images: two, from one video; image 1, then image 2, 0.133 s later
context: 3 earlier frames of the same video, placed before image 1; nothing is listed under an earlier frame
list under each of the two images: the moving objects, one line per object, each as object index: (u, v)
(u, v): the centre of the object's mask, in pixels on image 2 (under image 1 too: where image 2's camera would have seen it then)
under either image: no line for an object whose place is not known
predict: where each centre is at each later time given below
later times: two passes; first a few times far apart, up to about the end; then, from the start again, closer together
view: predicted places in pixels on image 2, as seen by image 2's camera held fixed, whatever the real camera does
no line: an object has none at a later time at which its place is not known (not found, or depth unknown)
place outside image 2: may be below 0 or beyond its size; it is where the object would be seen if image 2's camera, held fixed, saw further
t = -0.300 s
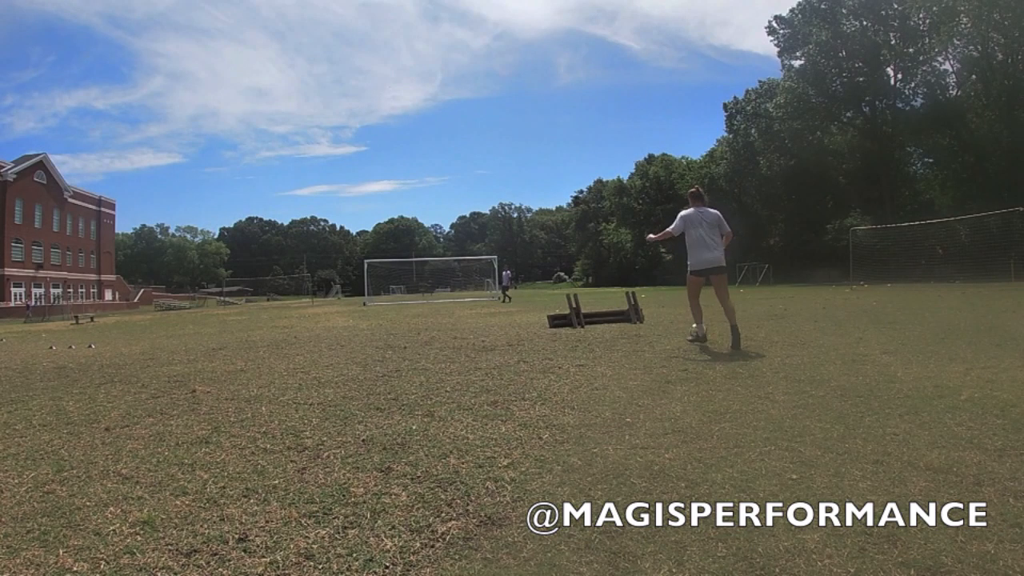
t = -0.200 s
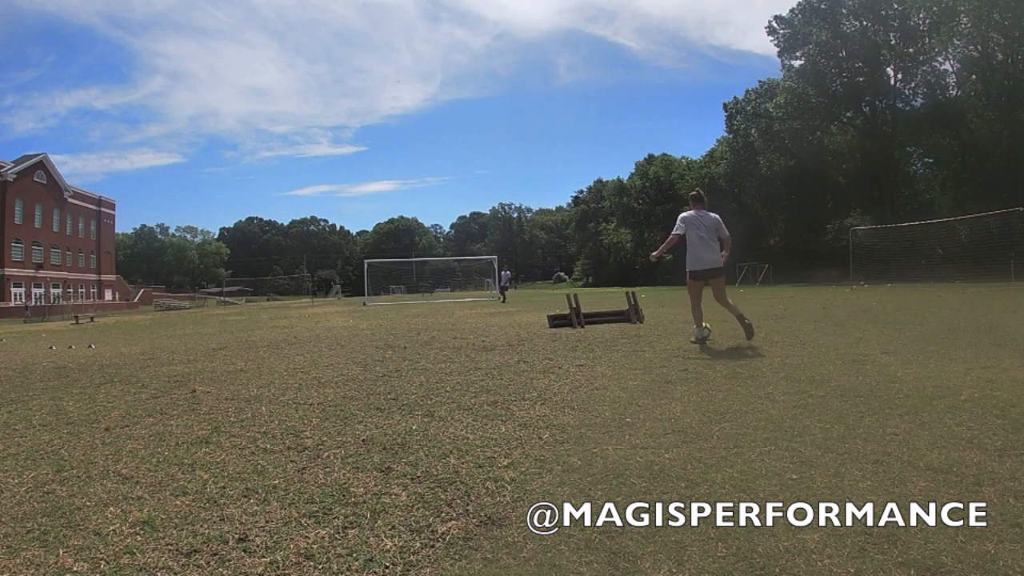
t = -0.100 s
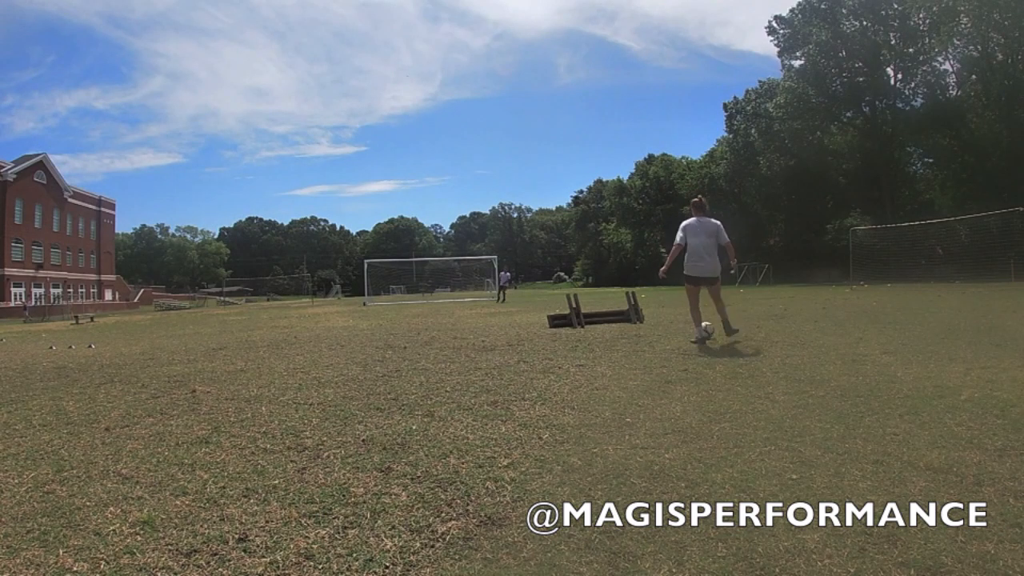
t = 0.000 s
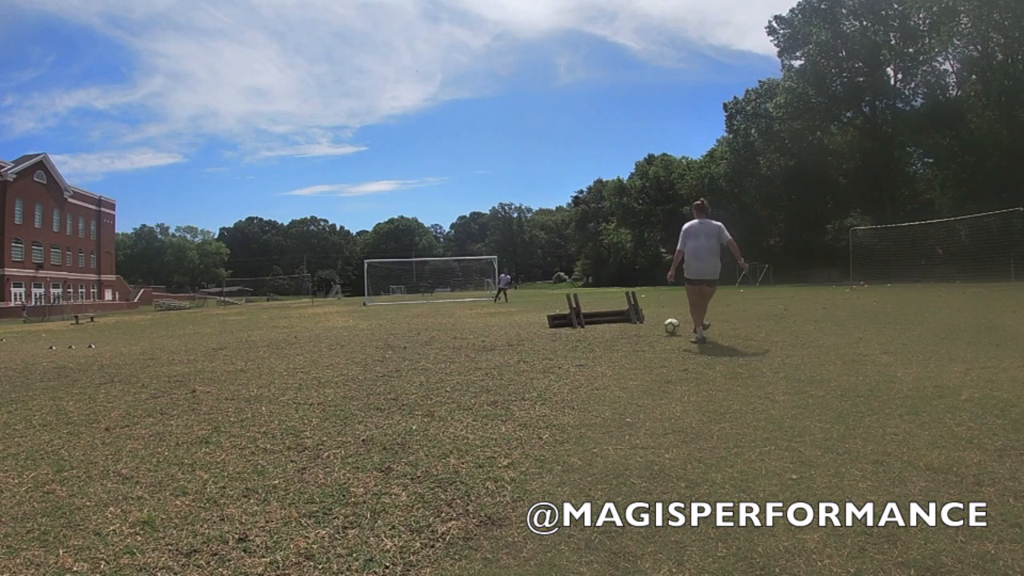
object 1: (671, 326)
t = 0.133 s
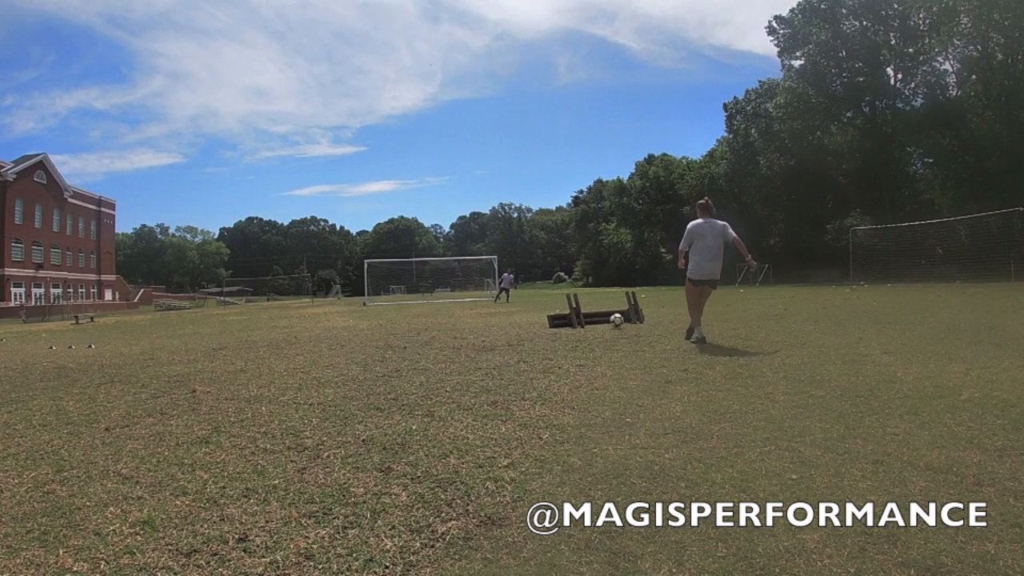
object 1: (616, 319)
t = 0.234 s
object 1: (590, 317)
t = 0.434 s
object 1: (622, 278)
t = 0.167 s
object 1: (605, 319)
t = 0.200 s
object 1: (595, 319)
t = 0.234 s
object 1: (590, 317)
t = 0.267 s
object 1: (595, 310)
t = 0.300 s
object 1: (600, 303)
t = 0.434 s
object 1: (622, 278)
